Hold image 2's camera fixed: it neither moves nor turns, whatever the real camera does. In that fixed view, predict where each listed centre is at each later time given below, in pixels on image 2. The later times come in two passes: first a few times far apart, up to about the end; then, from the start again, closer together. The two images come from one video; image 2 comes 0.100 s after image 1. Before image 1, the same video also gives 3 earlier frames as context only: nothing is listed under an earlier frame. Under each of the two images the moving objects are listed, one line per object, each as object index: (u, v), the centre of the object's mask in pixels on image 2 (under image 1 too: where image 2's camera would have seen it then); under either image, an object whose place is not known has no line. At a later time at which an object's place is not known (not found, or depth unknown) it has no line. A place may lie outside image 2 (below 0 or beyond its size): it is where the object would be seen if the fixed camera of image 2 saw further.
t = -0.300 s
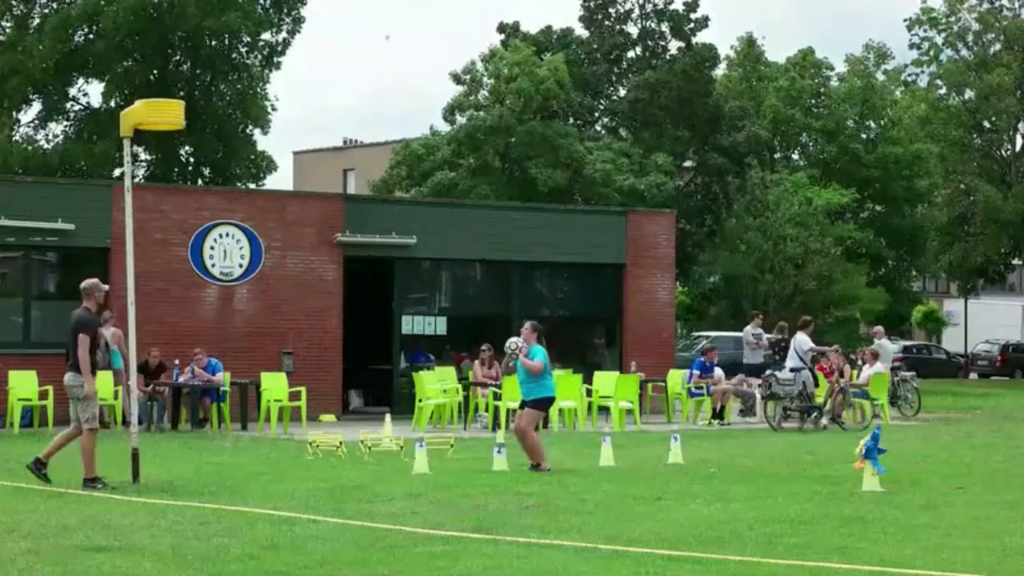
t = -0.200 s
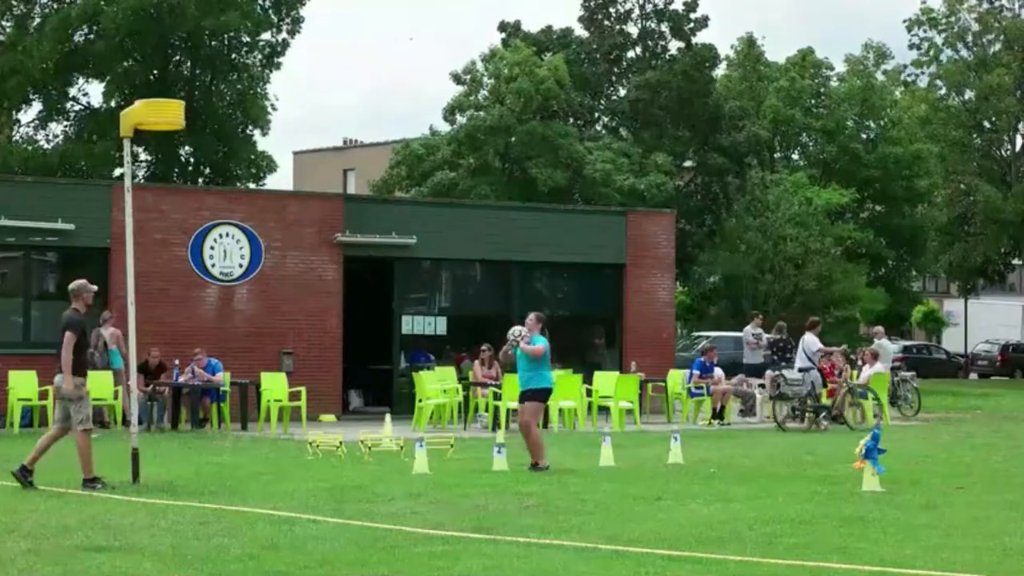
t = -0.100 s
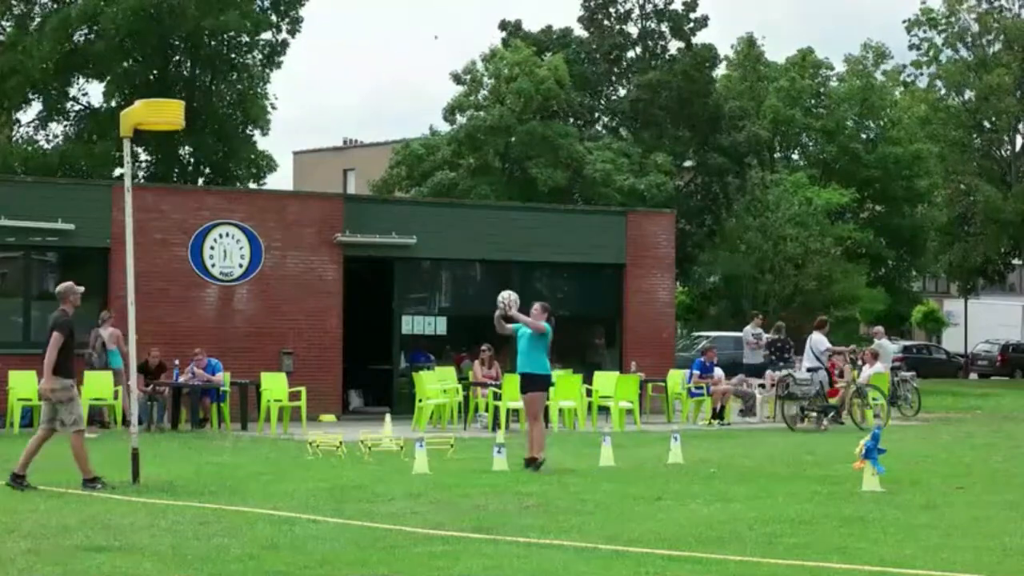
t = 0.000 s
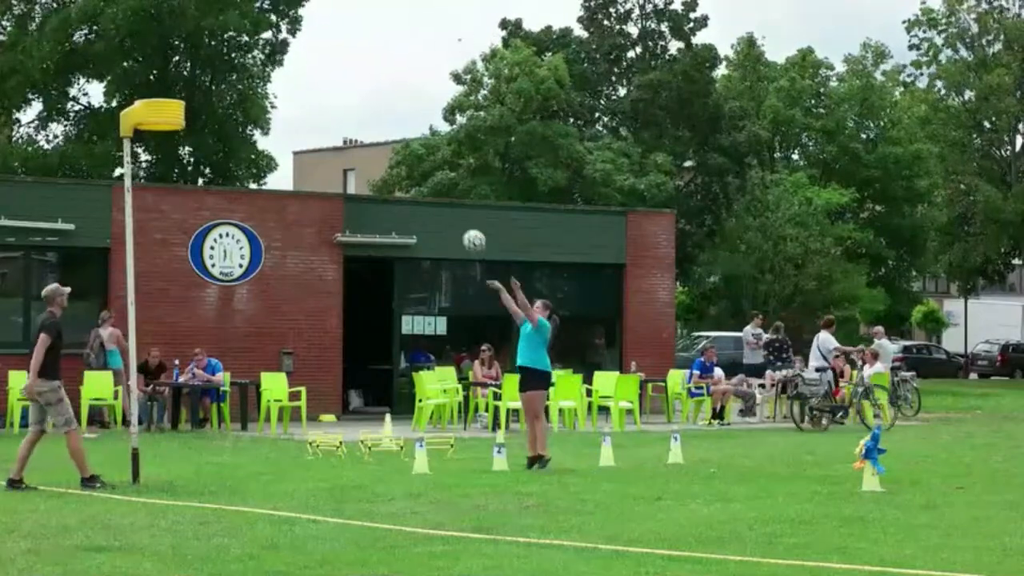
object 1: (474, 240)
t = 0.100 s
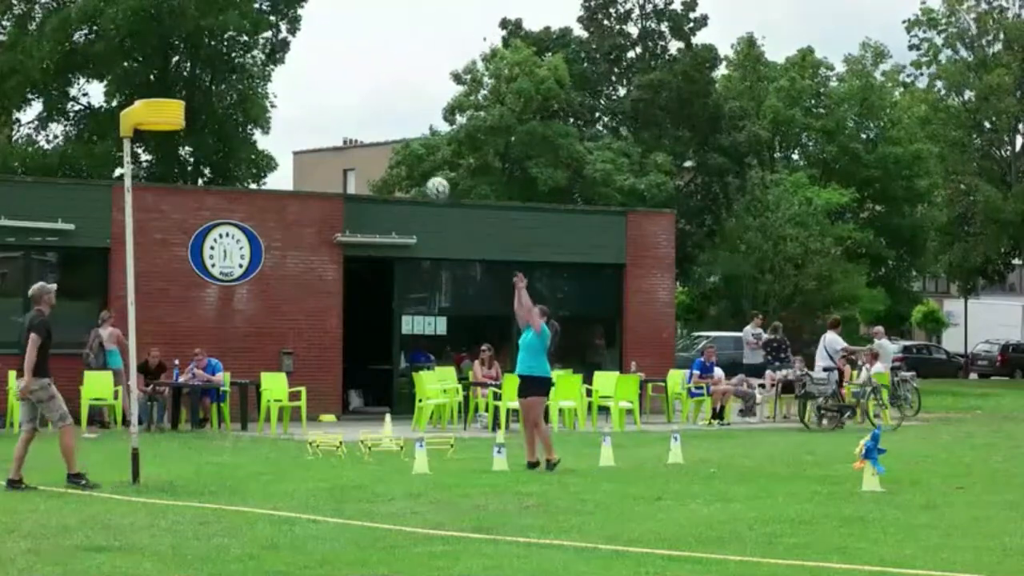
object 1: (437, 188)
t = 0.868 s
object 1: (142, 87)
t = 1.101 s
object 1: (106, 79)
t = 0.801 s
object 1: (160, 86)
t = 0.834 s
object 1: (146, 91)
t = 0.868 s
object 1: (142, 87)
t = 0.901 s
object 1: (137, 83)
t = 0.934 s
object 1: (132, 80)
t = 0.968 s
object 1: (127, 77)
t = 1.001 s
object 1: (121, 76)
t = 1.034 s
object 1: (116, 76)
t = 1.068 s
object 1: (111, 76)
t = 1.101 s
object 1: (106, 79)
